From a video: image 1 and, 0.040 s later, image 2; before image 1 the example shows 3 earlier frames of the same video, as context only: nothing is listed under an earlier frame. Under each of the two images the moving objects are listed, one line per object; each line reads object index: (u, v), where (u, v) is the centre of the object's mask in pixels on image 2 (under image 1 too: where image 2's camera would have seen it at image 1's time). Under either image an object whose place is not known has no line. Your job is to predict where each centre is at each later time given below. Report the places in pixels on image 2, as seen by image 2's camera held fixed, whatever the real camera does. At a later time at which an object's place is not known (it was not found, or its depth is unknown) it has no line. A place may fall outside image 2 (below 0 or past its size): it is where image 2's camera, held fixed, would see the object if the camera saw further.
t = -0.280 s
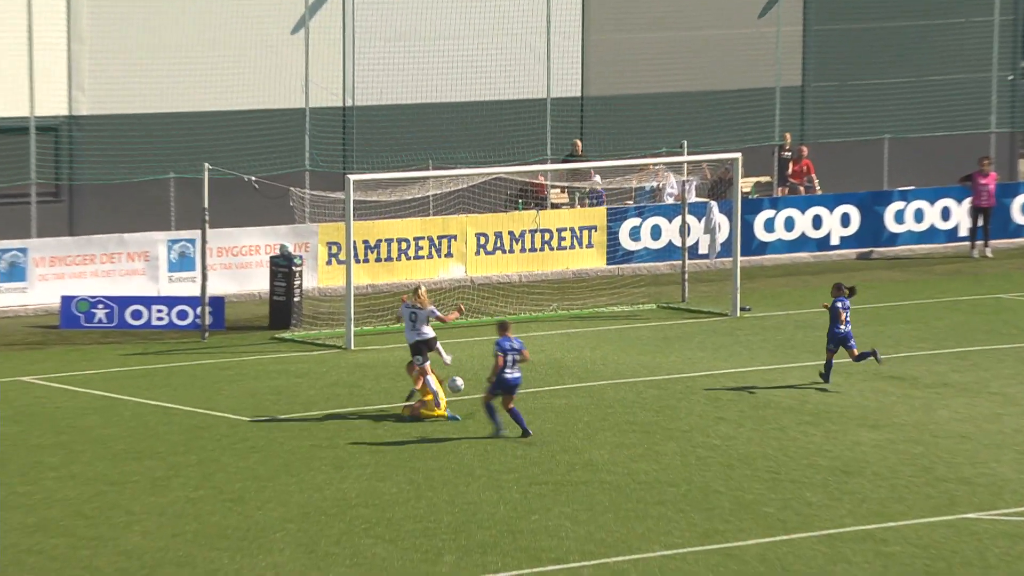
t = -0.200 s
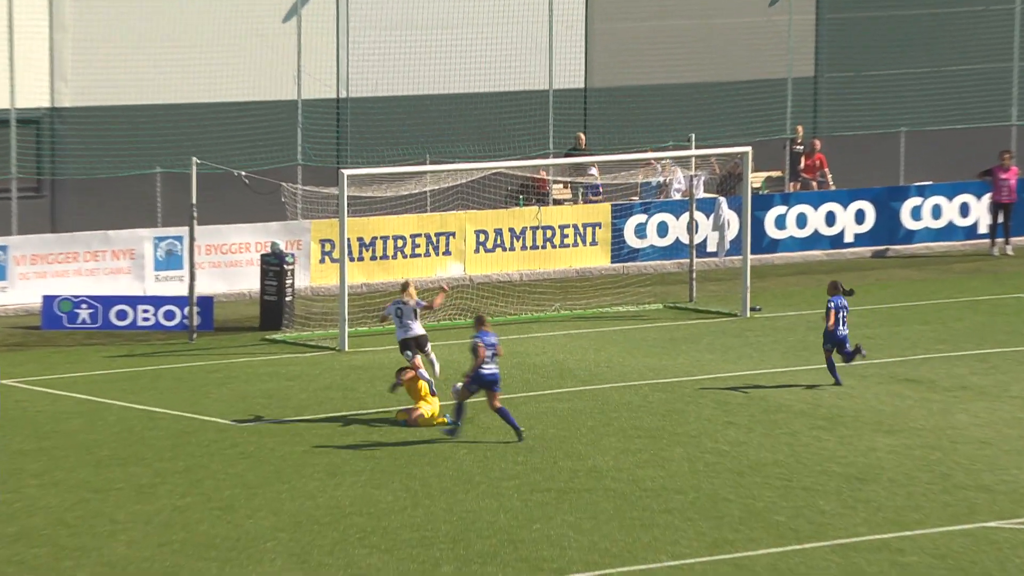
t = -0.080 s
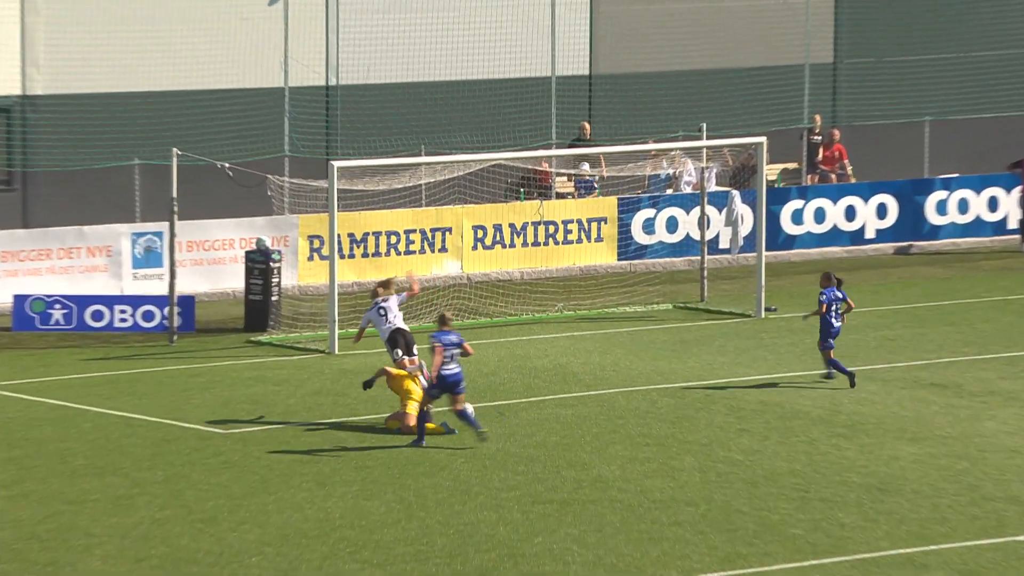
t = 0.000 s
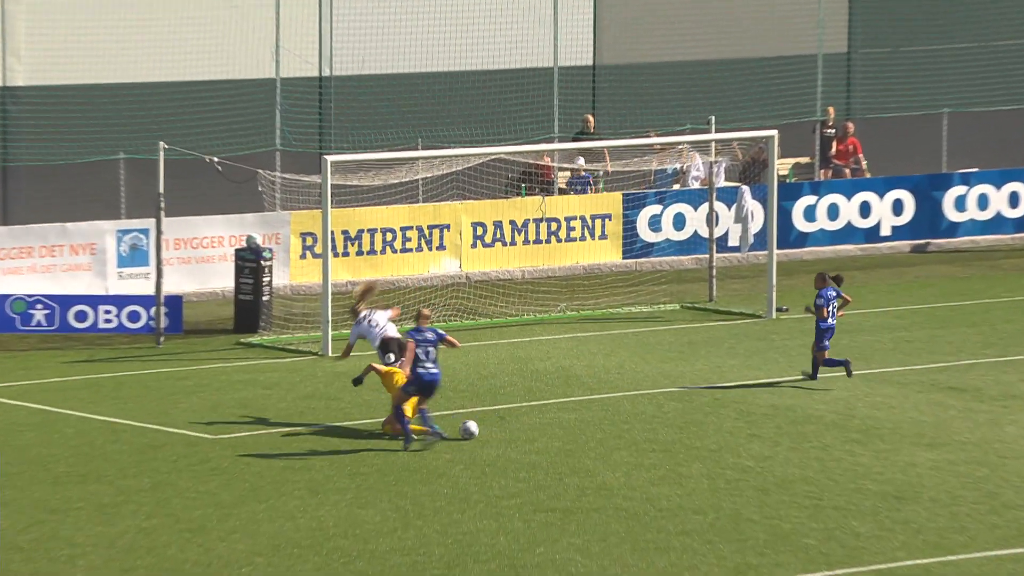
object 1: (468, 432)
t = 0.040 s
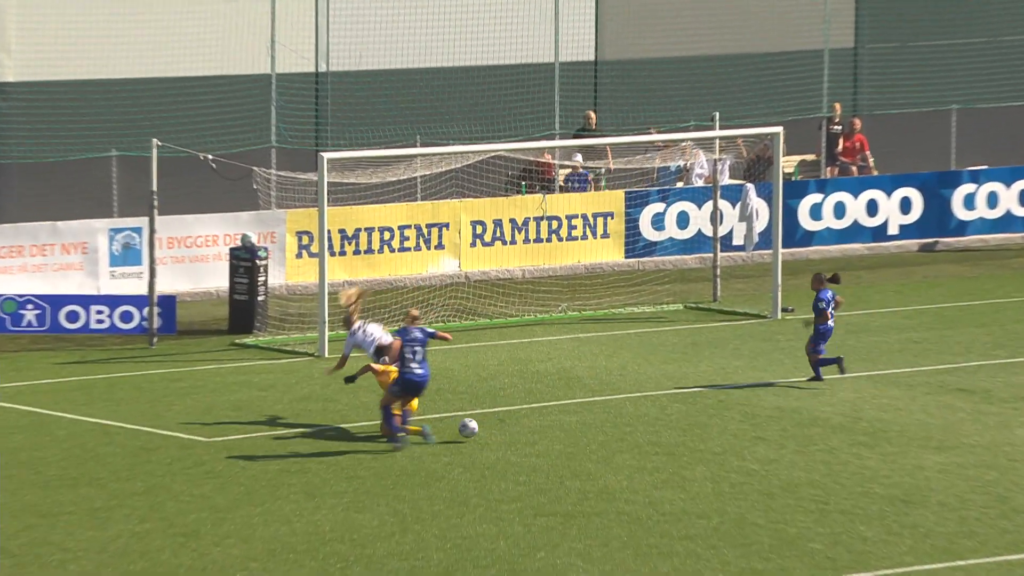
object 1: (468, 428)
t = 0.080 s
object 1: (468, 424)
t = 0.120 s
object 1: (468, 423)
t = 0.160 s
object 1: (468, 422)
